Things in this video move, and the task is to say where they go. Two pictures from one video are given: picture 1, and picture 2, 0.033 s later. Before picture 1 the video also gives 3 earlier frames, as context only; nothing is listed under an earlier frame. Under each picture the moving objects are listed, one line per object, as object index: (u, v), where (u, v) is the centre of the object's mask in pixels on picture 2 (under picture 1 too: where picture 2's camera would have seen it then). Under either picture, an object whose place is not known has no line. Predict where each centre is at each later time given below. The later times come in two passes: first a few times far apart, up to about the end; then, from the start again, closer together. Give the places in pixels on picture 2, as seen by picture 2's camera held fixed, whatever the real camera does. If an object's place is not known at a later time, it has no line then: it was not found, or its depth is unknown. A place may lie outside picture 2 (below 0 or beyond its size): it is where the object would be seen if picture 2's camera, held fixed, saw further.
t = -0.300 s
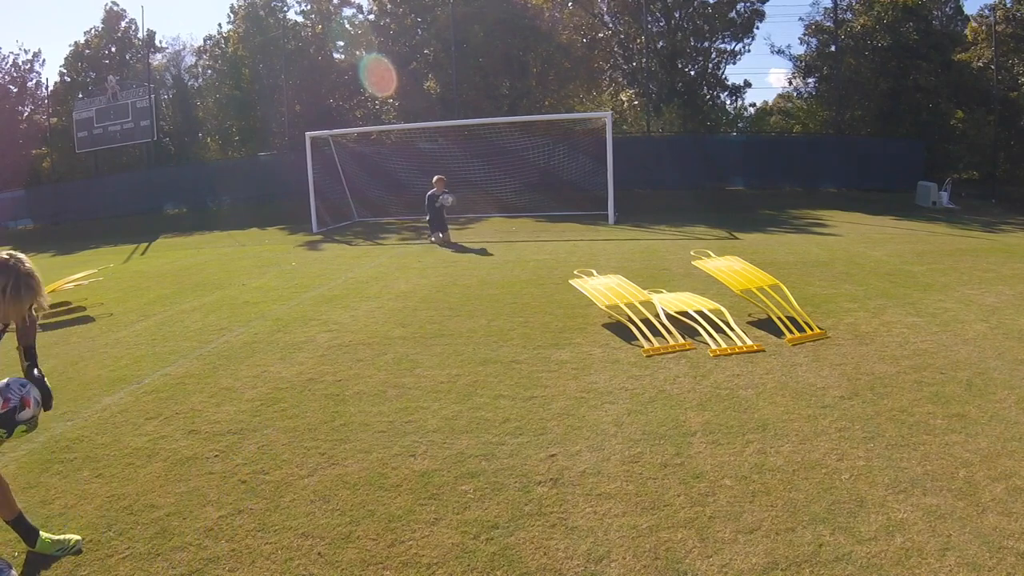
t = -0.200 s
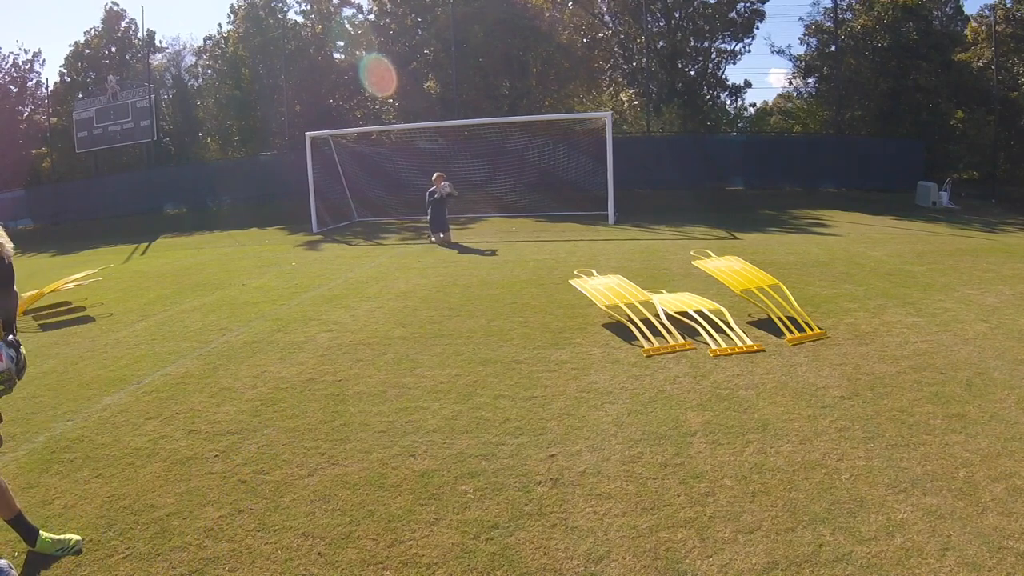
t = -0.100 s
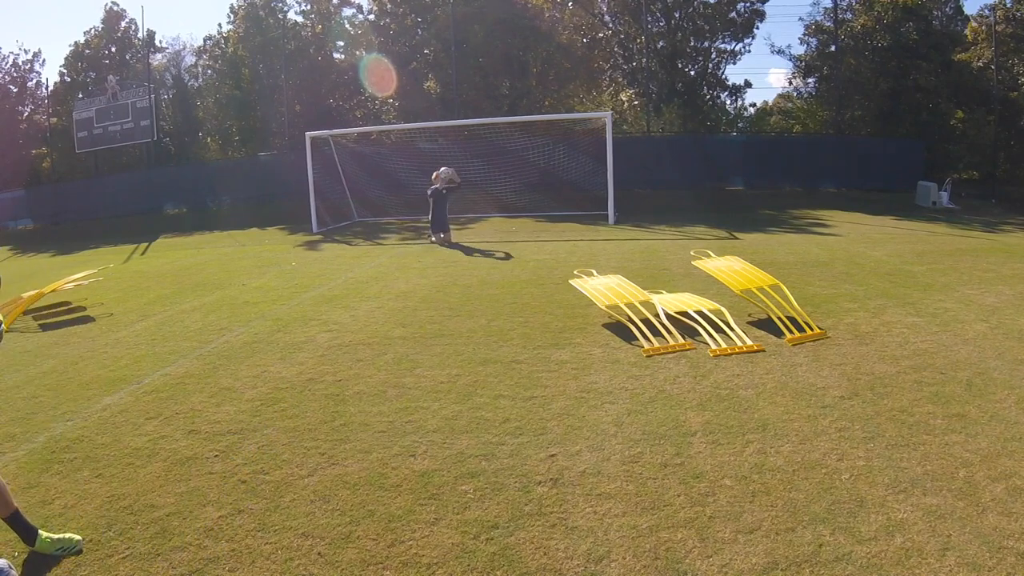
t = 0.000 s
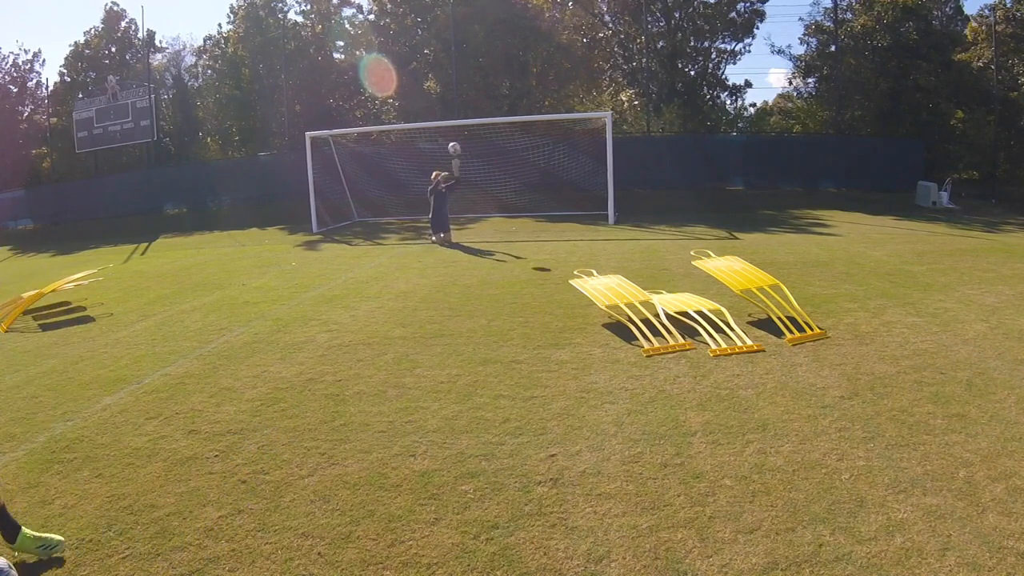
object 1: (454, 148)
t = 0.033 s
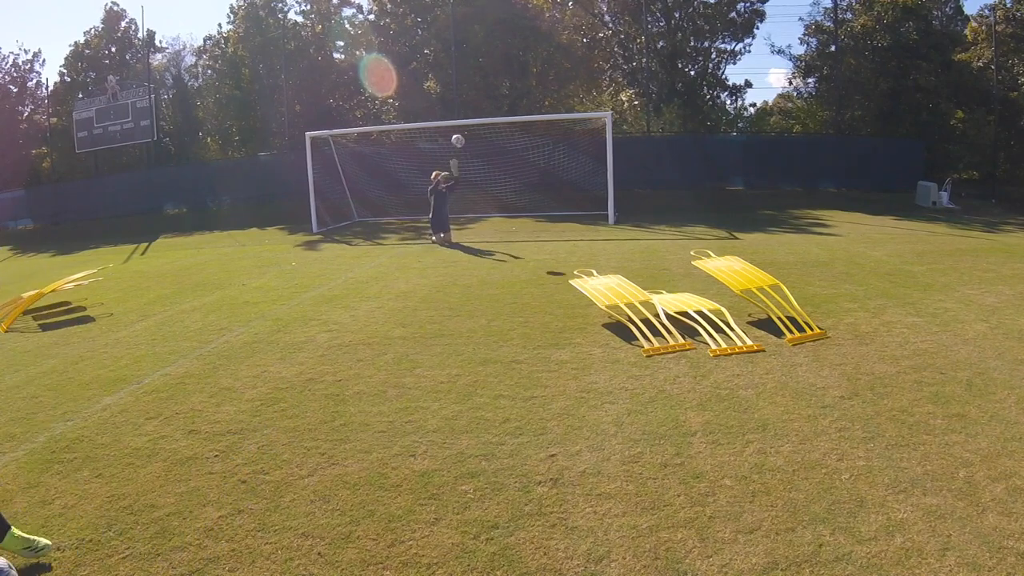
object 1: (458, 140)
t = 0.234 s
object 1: (481, 104)
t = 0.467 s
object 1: (517, 87)
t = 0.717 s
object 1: (571, 115)
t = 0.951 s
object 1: (641, 215)
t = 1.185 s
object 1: (696, 315)
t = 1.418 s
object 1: (721, 359)
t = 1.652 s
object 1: (748, 397)
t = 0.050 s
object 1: (460, 137)
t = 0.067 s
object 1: (461, 133)
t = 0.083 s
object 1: (463, 129)
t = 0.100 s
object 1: (465, 127)
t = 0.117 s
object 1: (467, 123)
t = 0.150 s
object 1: (471, 117)
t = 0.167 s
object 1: (473, 114)
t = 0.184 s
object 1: (475, 111)
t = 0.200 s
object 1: (477, 109)
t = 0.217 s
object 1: (479, 106)
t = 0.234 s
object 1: (481, 104)
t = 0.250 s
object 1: (483, 102)
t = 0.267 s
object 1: (485, 99)
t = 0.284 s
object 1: (488, 98)
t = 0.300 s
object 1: (490, 96)
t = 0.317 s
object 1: (493, 94)
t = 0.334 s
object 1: (495, 92)
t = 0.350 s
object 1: (498, 92)
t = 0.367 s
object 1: (500, 90)
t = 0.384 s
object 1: (503, 89)
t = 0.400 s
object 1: (506, 88)
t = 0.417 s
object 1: (508, 88)
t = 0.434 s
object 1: (511, 87)
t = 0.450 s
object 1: (514, 87)
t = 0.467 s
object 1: (517, 87)
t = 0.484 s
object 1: (520, 87)
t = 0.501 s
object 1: (523, 87)
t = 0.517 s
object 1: (526, 88)
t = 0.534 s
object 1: (529, 89)
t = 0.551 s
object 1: (533, 90)
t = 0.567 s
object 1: (536, 91)
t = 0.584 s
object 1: (540, 92)
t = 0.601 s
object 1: (543, 94)
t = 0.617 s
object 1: (547, 96)
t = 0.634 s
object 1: (551, 99)
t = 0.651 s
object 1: (555, 102)
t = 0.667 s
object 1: (559, 104)
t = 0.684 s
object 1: (563, 107)
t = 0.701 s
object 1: (567, 111)
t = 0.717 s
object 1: (571, 115)
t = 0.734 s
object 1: (575, 120)
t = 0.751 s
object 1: (580, 125)
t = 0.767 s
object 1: (584, 130)
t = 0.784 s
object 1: (589, 135)
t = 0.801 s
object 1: (594, 141)
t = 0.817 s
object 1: (598, 148)
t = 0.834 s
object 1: (604, 154)
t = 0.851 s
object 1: (609, 161)
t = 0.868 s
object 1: (614, 169)
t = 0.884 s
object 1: (620, 177)
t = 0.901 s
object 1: (625, 186)
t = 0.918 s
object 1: (630, 195)
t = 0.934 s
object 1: (636, 205)
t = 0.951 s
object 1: (641, 215)
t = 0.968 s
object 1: (647, 225)
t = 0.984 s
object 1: (653, 236)
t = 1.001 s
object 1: (659, 248)
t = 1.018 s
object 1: (665, 260)
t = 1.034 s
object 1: (672, 273)
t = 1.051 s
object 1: (678, 287)
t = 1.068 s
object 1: (685, 301)
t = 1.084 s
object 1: (688, 309)
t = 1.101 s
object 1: (689, 313)
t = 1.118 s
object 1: (690, 313)
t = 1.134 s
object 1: (691, 313)
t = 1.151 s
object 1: (693, 314)
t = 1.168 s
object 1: (694, 315)
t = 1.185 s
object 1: (696, 315)
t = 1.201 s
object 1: (697, 316)
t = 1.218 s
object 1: (699, 318)
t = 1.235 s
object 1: (701, 319)
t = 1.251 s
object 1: (702, 321)
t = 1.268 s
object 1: (704, 324)
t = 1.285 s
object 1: (706, 327)
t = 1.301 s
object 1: (708, 330)
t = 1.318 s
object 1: (709, 334)
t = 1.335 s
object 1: (711, 338)
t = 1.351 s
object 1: (713, 343)
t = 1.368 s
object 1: (715, 348)
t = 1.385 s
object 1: (717, 354)
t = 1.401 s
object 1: (719, 358)
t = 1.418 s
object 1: (721, 359)
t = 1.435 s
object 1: (722, 359)
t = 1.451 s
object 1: (724, 360)
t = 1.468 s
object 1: (726, 361)
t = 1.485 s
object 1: (728, 362)
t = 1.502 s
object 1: (730, 365)
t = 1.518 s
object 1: (732, 368)
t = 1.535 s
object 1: (734, 371)
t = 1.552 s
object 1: (736, 374)
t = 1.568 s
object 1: (738, 378)
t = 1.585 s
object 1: (740, 382)
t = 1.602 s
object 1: (742, 388)
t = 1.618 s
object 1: (744, 393)
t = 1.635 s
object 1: (746, 395)
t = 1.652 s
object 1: (748, 397)
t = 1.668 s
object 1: (751, 400)
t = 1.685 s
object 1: (754, 403)
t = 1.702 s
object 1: (756, 406)
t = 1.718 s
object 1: (759, 410)
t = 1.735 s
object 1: (762, 414)
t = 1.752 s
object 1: (765, 419)
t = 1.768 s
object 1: (768, 422)
